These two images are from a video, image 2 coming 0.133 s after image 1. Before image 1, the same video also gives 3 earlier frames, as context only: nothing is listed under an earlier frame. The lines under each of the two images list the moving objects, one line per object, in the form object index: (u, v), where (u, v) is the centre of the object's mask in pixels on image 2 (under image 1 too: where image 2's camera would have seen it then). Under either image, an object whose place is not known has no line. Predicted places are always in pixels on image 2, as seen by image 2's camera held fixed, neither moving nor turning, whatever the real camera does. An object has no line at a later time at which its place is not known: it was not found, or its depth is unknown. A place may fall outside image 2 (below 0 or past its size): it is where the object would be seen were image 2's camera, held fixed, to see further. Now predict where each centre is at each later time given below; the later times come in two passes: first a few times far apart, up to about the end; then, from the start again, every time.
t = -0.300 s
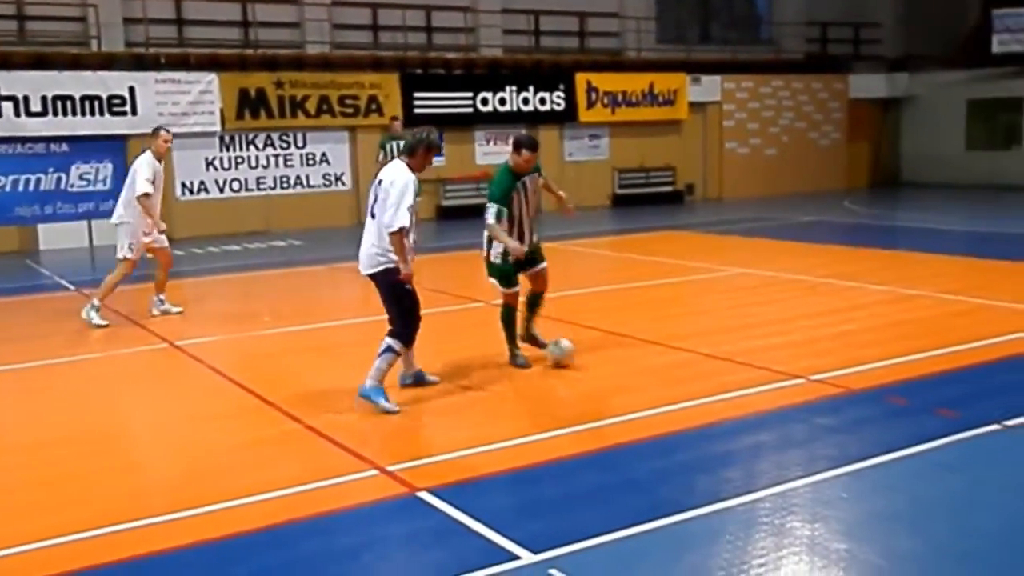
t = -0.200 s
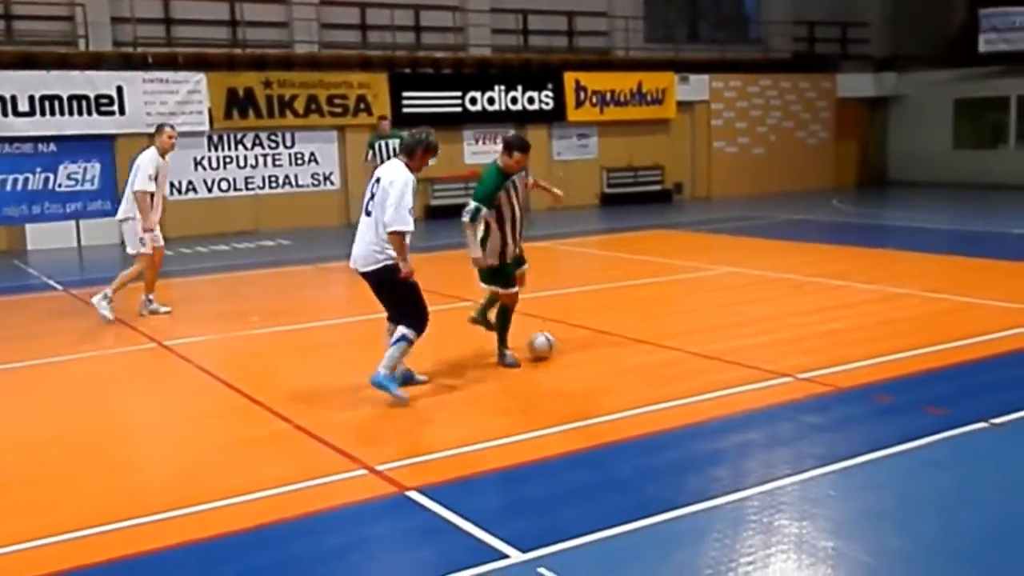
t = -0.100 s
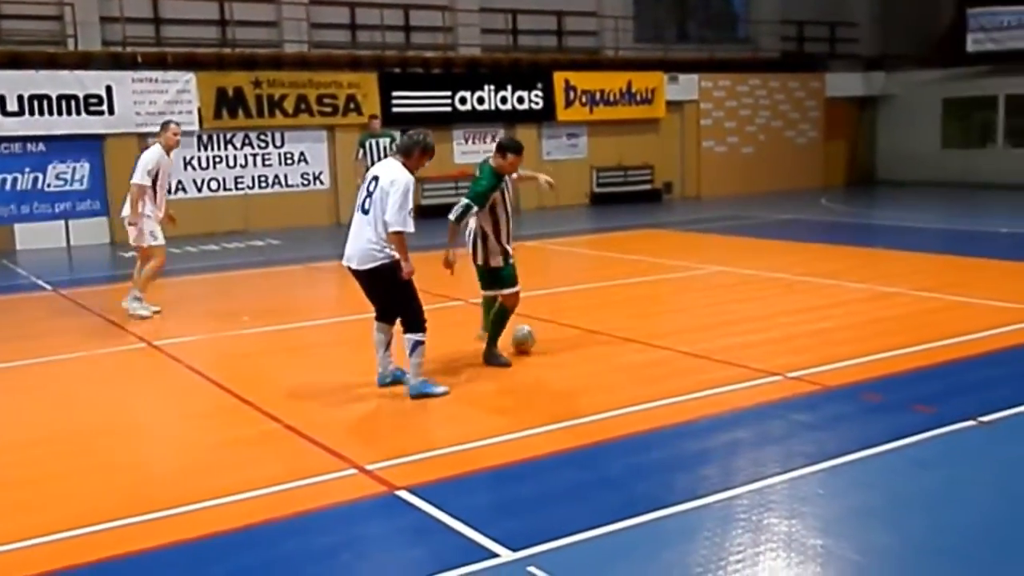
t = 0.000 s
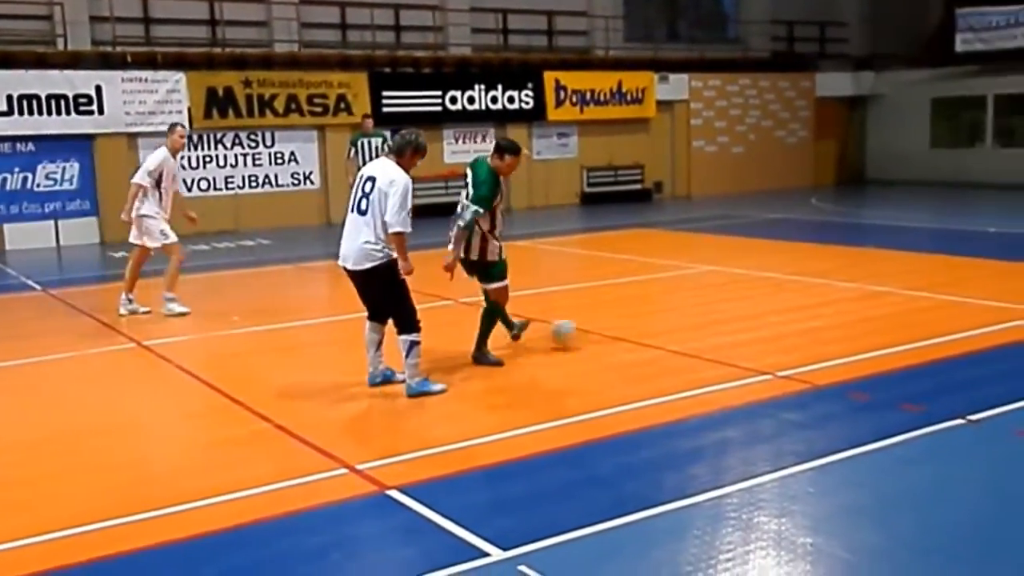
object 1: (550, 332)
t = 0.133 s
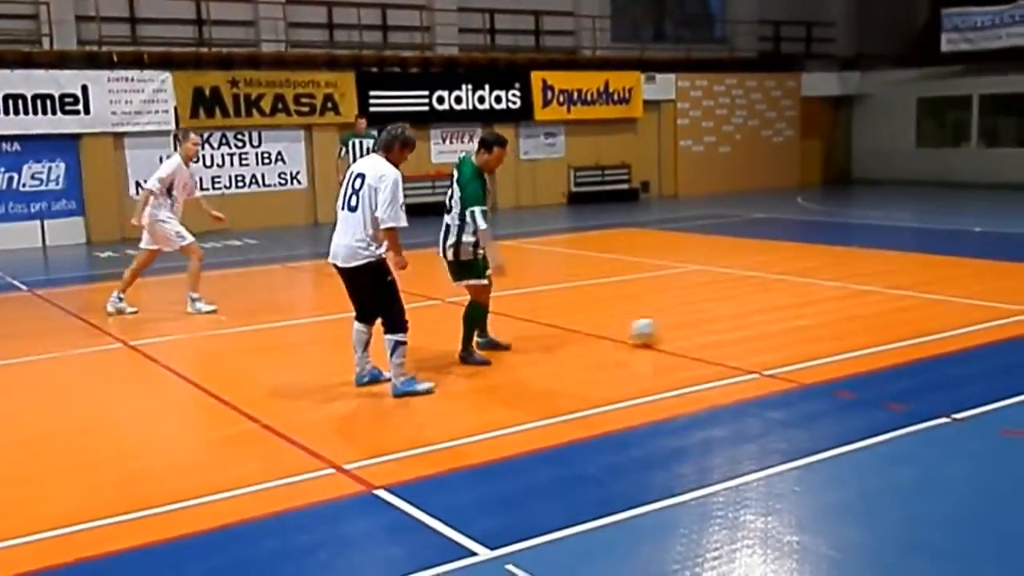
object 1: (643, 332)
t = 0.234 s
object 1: (707, 331)
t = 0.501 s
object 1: (846, 329)
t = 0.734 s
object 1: (950, 325)
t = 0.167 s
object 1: (667, 332)
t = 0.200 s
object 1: (686, 331)
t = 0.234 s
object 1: (707, 331)
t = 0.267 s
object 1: (726, 332)
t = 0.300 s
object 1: (745, 331)
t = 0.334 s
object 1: (764, 330)
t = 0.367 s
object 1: (782, 330)
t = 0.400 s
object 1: (799, 330)
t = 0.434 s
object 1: (816, 329)
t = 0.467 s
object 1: (833, 329)
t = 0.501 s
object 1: (846, 329)
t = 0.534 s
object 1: (862, 328)
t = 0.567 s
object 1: (876, 327)
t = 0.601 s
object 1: (889, 327)
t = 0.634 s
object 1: (905, 327)
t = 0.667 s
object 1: (920, 326)
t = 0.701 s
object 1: (934, 326)
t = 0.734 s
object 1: (950, 325)
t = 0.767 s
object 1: (962, 325)
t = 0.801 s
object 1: (976, 324)
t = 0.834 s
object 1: (992, 323)
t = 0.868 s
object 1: (1006, 323)
